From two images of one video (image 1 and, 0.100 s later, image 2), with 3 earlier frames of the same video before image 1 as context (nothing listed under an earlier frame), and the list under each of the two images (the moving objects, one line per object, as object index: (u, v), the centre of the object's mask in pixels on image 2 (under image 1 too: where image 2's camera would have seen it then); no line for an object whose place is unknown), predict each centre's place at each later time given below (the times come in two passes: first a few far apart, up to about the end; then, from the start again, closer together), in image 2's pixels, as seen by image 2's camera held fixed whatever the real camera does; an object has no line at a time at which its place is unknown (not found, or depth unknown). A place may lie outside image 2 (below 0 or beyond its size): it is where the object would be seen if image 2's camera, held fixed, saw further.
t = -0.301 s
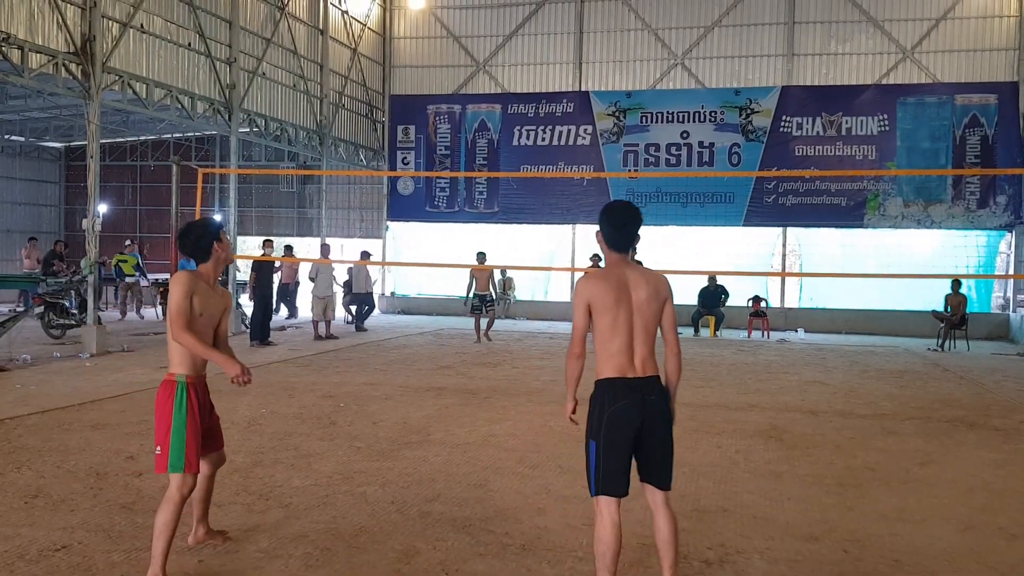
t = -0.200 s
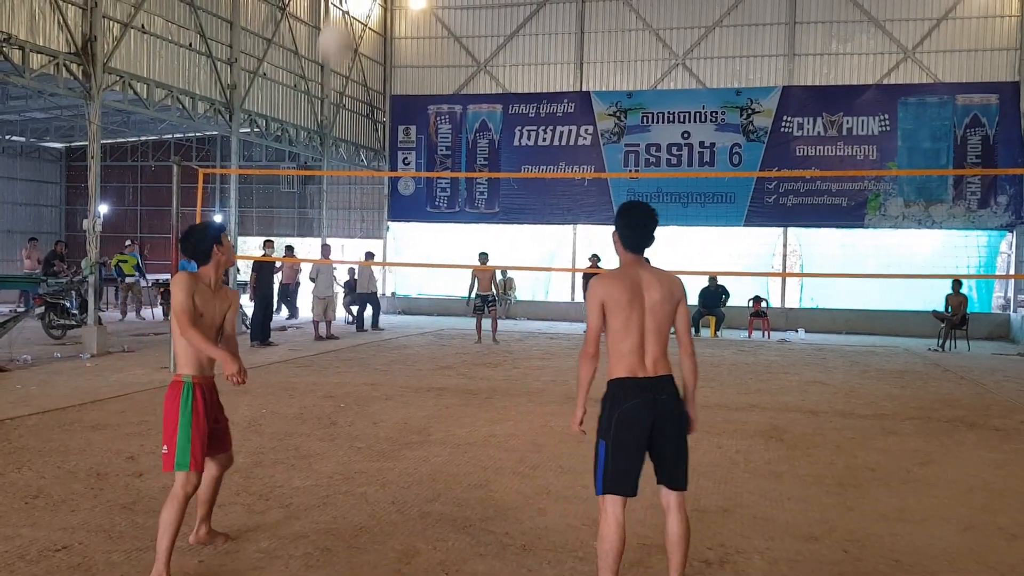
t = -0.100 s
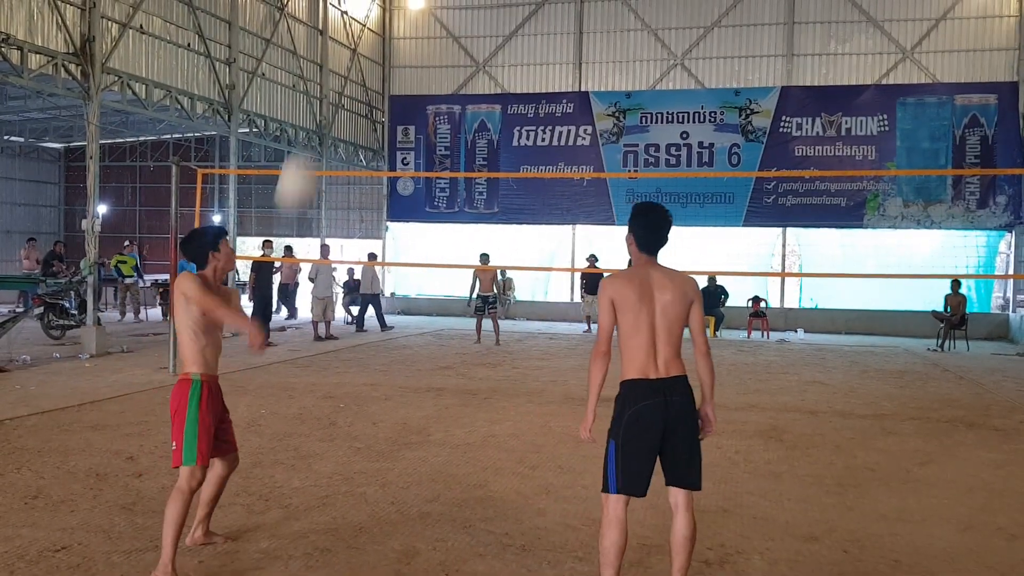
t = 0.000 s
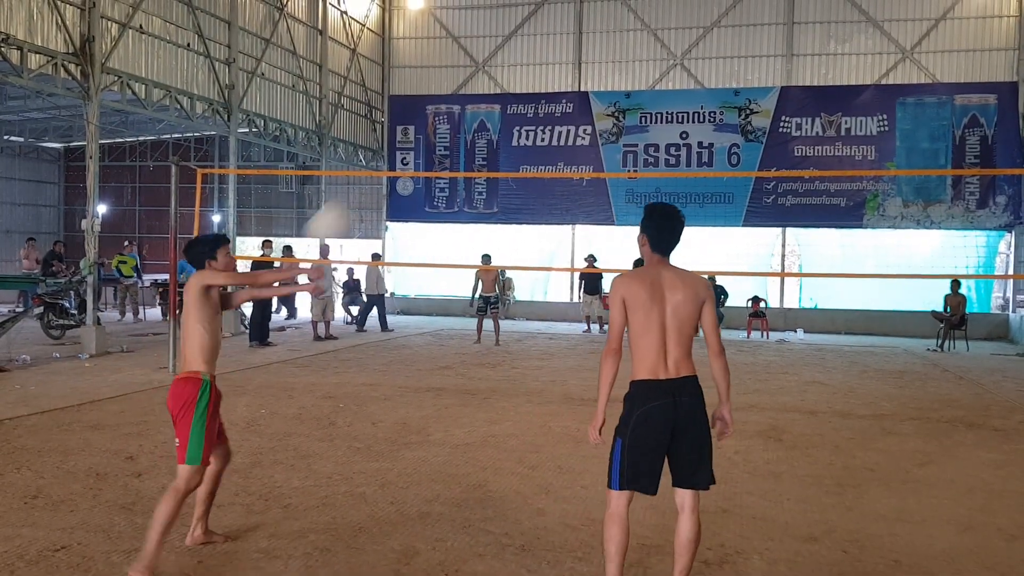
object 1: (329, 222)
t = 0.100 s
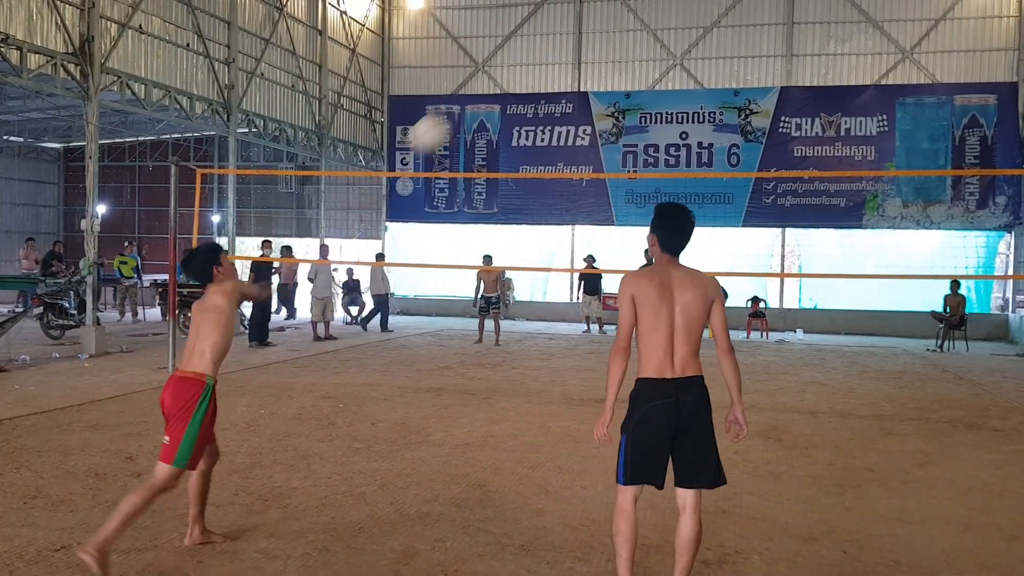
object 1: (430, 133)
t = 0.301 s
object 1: (565, 43)
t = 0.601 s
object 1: (686, 33)
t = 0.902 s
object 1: (758, 102)
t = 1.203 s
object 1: (802, 213)
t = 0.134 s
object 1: (457, 111)
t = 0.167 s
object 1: (481, 93)
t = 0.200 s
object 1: (505, 77)
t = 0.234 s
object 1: (526, 63)
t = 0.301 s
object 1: (565, 43)
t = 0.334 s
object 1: (582, 36)
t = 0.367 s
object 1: (598, 30)
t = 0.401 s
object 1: (613, 27)
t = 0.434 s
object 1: (627, 25)
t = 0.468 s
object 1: (641, 25)
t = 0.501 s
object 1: (652, 25)
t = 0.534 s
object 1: (664, 27)
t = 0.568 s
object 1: (675, 30)
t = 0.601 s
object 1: (686, 33)
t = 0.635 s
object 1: (694, 38)
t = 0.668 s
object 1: (705, 44)
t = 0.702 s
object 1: (713, 50)
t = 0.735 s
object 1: (722, 57)
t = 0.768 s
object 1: (731, 66)
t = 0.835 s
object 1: (744, 84)
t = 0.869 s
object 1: (752, 93)
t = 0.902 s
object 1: (758, 102)
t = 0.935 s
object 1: (764, 113)
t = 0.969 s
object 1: (770, 125)
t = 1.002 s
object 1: (775, 137)
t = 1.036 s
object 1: (780, 148)
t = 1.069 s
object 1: (784, 160)
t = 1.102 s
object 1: (789, 172)
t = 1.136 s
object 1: (793, 186)
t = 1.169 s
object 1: (797, 198)
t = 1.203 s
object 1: (802, 213)
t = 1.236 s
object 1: (805, 224)
